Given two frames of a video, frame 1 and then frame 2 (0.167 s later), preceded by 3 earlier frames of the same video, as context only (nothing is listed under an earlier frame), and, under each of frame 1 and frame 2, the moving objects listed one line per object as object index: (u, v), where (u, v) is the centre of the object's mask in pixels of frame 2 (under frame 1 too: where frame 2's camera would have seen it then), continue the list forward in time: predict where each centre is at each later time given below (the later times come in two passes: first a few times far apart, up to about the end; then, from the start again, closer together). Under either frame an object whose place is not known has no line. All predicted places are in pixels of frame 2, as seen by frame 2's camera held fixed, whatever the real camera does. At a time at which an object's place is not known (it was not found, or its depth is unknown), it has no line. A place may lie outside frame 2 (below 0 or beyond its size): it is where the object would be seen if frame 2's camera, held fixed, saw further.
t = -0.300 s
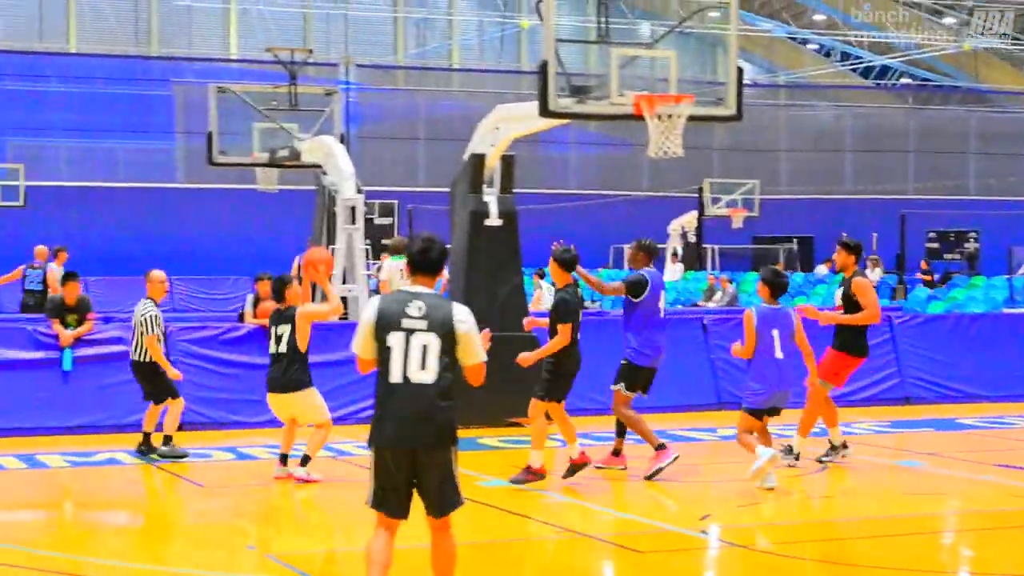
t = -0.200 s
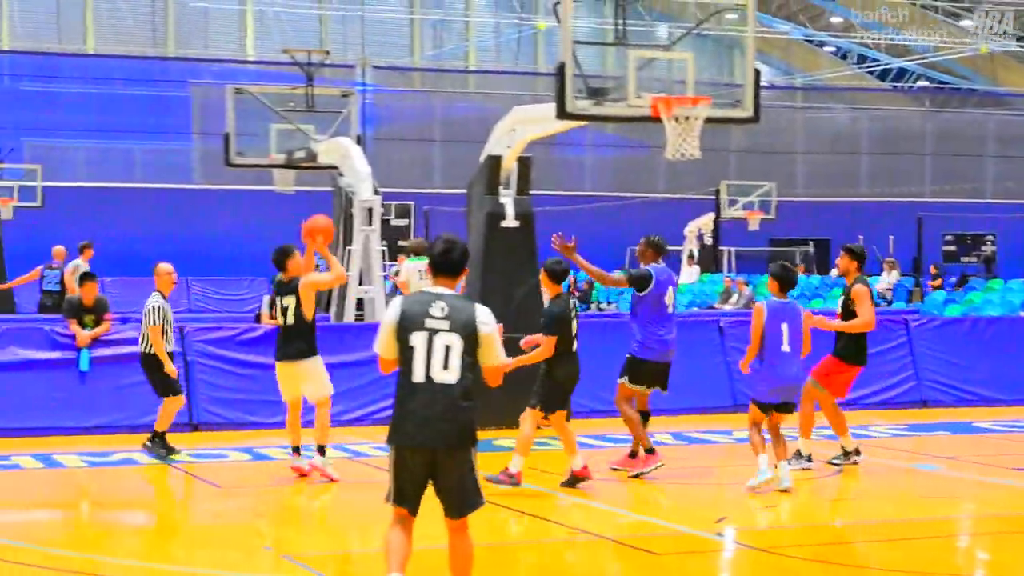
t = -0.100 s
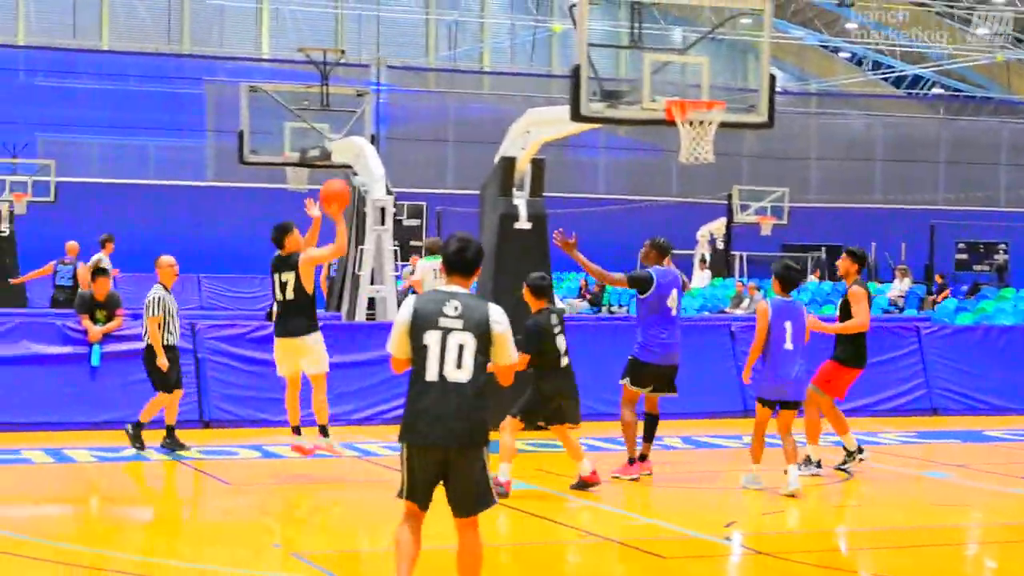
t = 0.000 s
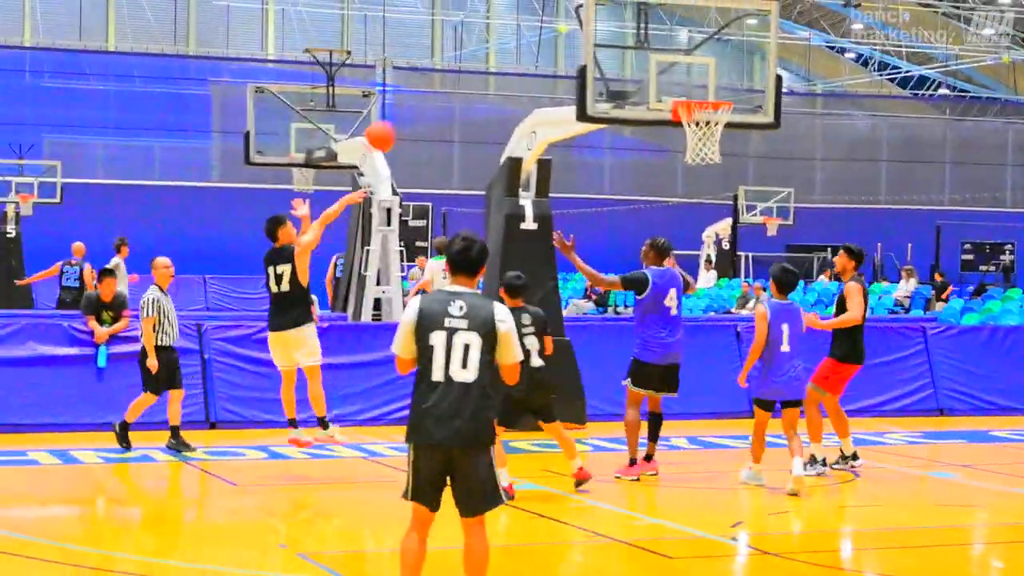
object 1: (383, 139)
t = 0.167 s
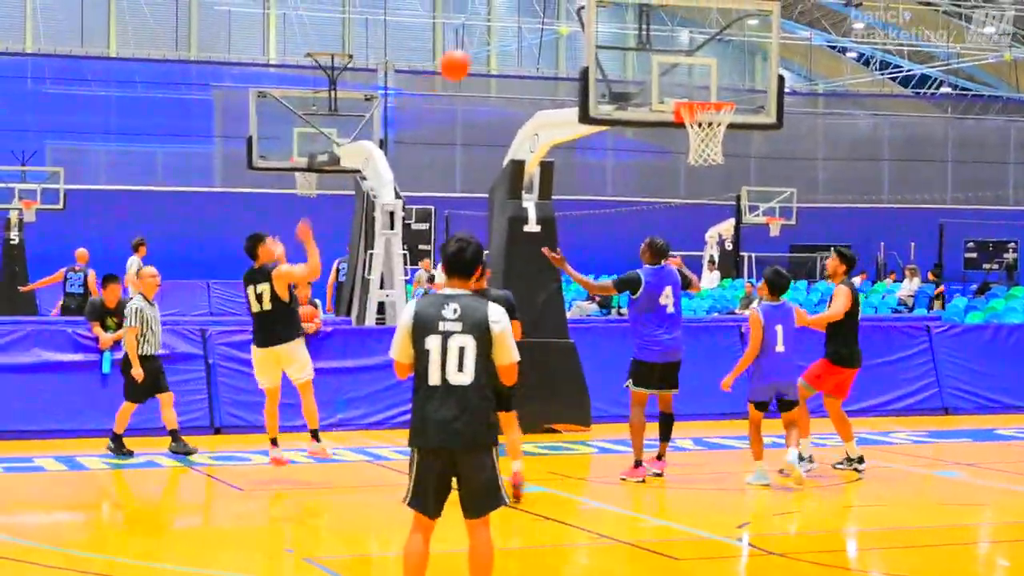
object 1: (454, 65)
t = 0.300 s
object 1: (512, 32)
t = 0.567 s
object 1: (621, 21)
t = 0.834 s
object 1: (723, 95)
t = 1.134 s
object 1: (694, 138)
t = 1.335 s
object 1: (708, 169)
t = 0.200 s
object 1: (469, 55)
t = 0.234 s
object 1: (482, 46)
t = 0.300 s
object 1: (512, 32)
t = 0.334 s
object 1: (525, 27)
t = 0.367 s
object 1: (539, 21)
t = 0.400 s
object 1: (553, 18)
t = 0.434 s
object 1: (567, 14)
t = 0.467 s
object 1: (580, 13)
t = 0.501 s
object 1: (593, 14)
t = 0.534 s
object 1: (608, 17)
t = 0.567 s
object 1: (621, 21)
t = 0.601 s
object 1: (635, 27)
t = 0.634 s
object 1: (647, 33)
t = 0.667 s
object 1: (660, 42)
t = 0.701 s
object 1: (673, 51)
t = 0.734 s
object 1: (685, 61)
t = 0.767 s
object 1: (698, 73)
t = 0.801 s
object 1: (710, 86)
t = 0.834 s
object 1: (723, 95)
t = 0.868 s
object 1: (716, 98)
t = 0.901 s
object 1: (708, 99)
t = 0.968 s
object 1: (700, 116)
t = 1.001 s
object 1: (695, 127)
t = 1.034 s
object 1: (693, 134)
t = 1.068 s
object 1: (692, 137)
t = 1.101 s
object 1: (693, 140)
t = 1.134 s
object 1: (694, 138)
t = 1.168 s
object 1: (697, 144)
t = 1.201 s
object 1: (700, 147)
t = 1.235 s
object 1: (701, 148)
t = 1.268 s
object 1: (704, 153)
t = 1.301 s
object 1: (707, 159)
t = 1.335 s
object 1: (708, 169)
